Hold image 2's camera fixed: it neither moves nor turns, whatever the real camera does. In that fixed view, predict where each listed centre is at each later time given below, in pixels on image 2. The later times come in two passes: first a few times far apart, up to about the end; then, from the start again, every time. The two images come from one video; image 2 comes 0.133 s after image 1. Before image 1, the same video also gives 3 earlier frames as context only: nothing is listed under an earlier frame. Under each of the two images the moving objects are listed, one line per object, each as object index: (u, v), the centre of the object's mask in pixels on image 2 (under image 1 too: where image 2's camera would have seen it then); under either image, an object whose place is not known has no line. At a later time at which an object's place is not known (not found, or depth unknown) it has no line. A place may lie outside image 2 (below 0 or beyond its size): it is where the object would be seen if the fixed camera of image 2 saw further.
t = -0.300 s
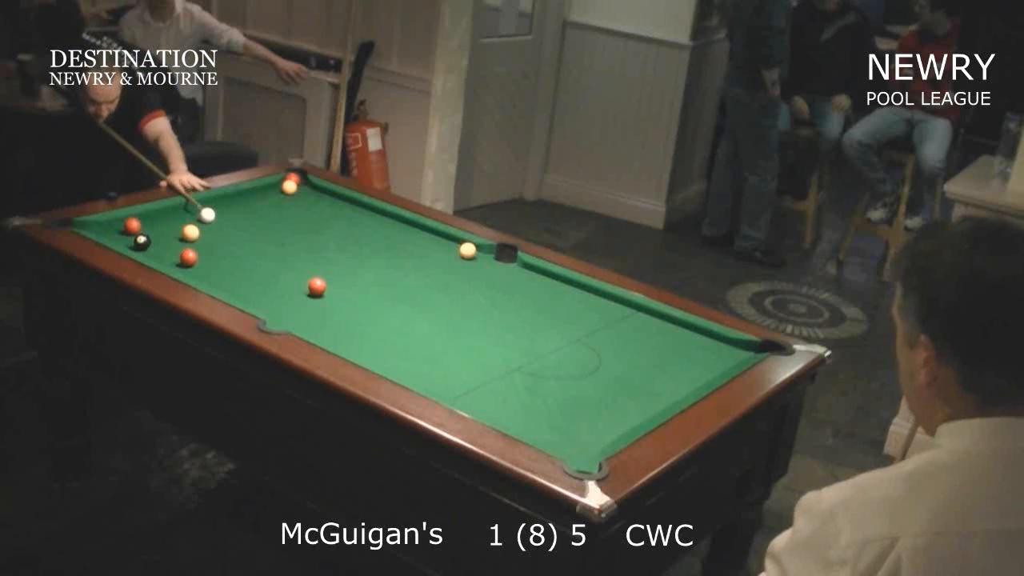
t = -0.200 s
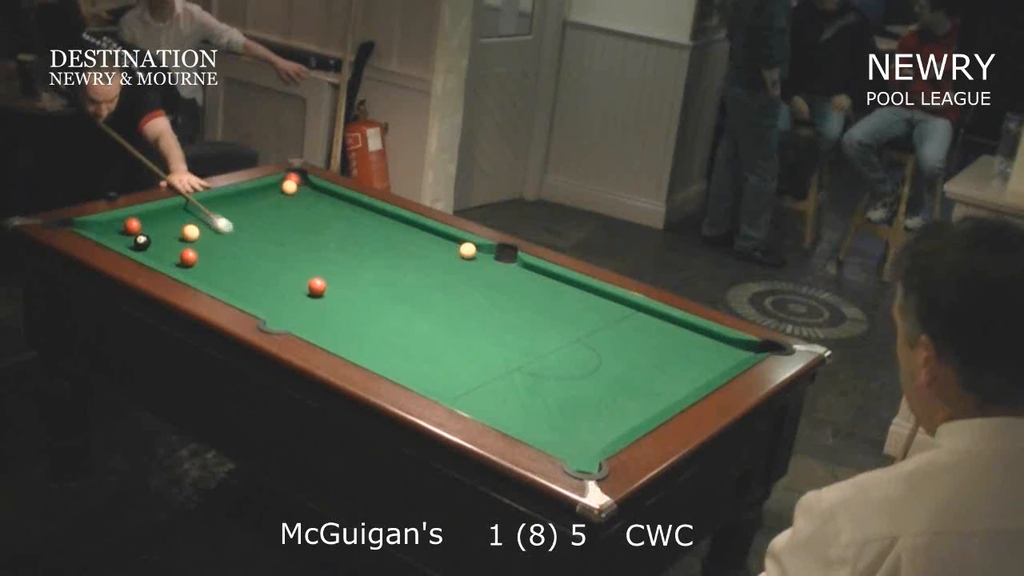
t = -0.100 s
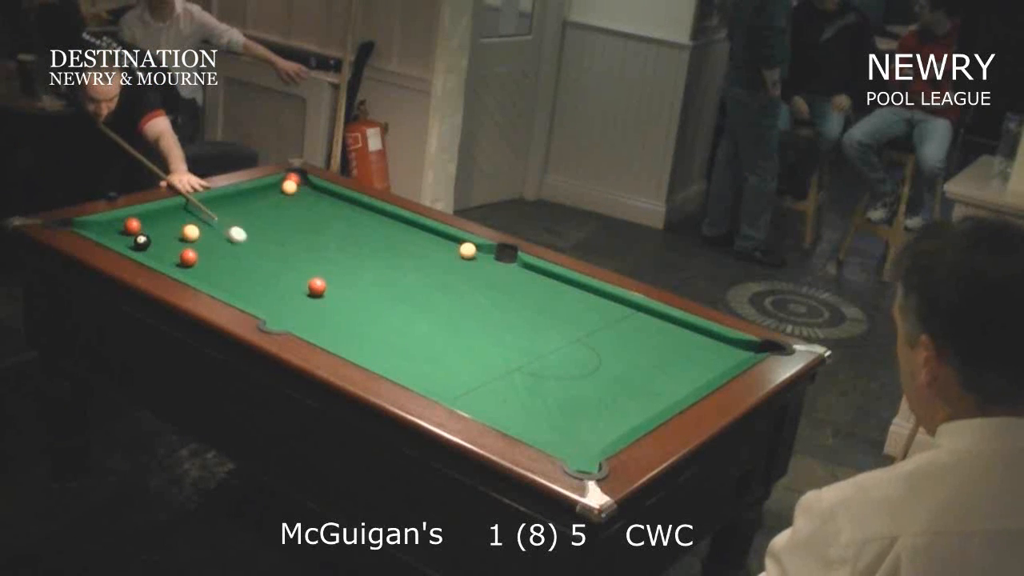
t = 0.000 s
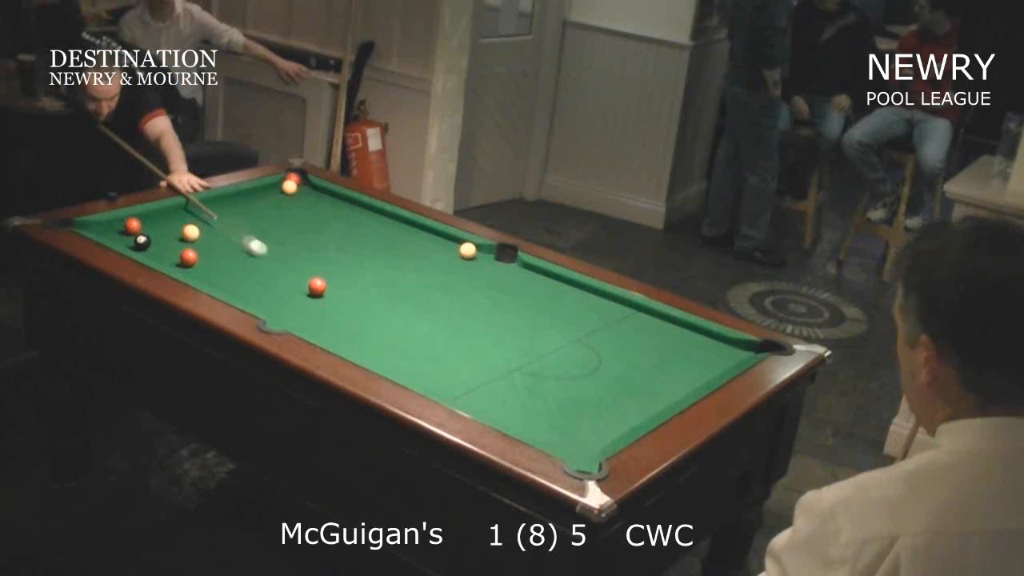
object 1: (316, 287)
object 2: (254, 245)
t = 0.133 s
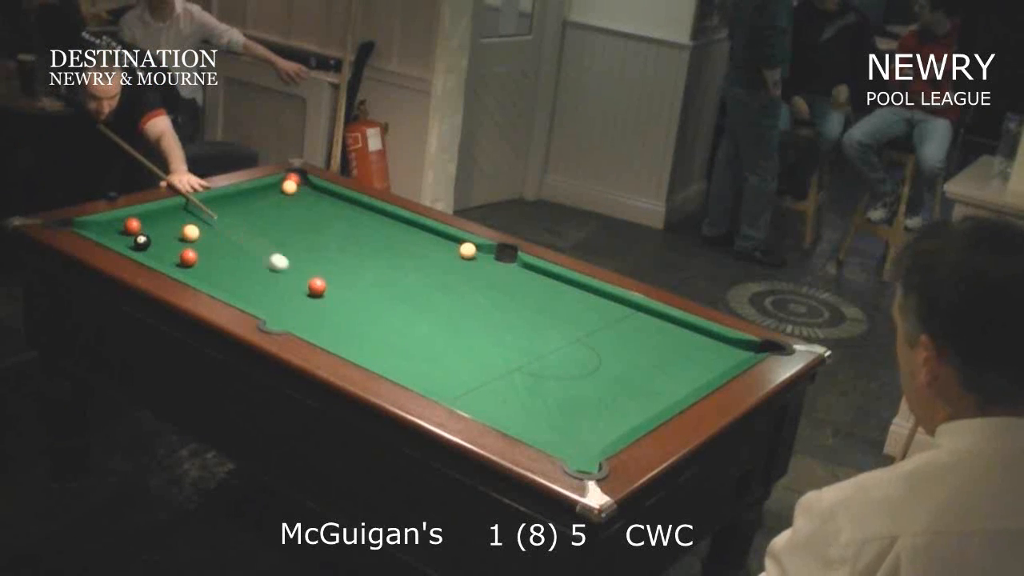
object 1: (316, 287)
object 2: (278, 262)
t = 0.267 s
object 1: (316, 287)
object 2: (300, 276)
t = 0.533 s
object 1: (348, 307)
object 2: (310, 285)
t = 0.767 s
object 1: (377, 324)
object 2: (314, 290)
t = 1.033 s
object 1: (407, 343)
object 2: (317, 294)
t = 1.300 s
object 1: (440, 363)
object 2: (321, 297)
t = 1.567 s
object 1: (474, 383)
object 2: (323, 299)
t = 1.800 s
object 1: (500, 399)
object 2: (324, 300)
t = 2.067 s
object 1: (529, 417)
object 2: (324, 300)
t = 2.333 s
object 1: (561, 436)
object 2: (324, 300)
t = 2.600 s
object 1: (587, 452)
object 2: (324, 300)
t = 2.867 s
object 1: (568, 453)
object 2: (324, 300)
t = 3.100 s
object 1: (574, 453)
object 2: (324, 300)
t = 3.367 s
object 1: (582, 451)
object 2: (324, 300)
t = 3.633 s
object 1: (586, 449)
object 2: (324, 300)
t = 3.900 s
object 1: (589, 448)
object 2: (324, 300)
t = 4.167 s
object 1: (590, 448)
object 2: (324, 300)
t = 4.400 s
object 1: (590, 448)
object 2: (324, 300)
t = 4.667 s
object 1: (590, 448)
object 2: (324, 300)
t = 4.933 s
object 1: (590, 448)
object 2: (324, 300)
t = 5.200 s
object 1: (590, 448)
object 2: (324, 300)
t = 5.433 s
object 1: (590, 448)
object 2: (324, 300)
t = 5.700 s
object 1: (590, 448)
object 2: (324, 300)
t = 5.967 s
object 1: (590, 448)
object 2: (324, 300)
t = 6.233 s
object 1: (590, 448)
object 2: (324, 300)
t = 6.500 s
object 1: (586, 449)
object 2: (324, 300)
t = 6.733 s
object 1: (589, 449)
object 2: (324, 300)
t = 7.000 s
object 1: (590, 448)
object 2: (324, 300)
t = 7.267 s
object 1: (589, 448)
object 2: (324, 300)
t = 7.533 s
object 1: (590, 448)
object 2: (324, 300)
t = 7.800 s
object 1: (590, 448)
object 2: (324, 300)
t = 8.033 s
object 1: (590, 448)
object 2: (324, 300)
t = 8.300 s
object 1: (589, 448)
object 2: (324, 300)
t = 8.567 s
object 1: (589, 448)
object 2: (324, 300)
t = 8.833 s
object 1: (589, 448)
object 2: (324, 300)
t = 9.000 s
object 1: (589, 448)
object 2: (324, 300)
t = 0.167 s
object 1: (316, 287)
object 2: (285, 267)
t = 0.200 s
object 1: (316, 287)
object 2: (290, 269)
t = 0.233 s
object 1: (316, 287)
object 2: (294, 273)
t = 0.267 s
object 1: (316, 287)
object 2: (300, 276)
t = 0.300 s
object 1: (318, 289)
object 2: (305, 280)
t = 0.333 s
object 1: (323, 291)
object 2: (306, 281)
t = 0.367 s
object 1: (329, 295)
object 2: (306, 282)
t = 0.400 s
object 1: (332, 297)
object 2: (307, 282)
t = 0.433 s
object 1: (335, 299)
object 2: (308, 283)
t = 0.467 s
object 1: (338, 301)
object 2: (308, 284)
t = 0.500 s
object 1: (343, 304)
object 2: (309, 284)
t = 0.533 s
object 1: (348, 307)
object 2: (310, 285)
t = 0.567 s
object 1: (353, 310)
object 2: (310, 286)
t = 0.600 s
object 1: (356, 312)
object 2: (311, 287)
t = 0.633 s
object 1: (359, 314)
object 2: (311, 287)
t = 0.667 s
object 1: (363, 316)
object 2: (312, 288)
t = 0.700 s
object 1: (367, 319)
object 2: (312, 288)
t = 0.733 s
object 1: (372, 322)
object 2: (313, 289)
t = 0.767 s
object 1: (377, 324)
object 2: (314, 290)
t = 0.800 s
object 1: (380, 327)
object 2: (314, 290)
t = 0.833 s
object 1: (383, 328)
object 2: (314, 291)
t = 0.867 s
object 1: (387, 331)
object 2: (315, 291)
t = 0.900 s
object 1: (391, 333)
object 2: (315, 292)
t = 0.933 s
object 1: (396, 336)
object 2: (316, 293)
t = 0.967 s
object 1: (401, 339)
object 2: (317, 293)
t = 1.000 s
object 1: (404, 341)
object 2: (317, 294)
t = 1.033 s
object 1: (407, 343)
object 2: (317, 294)
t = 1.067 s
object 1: (411, 345)
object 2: (318, 294)
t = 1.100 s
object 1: (416, 348)
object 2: (318, 295)
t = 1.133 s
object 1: (421, 351)
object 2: (319, 295)
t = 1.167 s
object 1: (426, 354)
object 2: (319, 295)
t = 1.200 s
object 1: (429, 356)
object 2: (320, 296)
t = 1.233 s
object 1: (432, 358)
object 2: (320, 296)
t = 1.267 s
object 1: (436, 359)
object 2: (320, 296)
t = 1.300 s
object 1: (440, 363)
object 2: (321, 297)
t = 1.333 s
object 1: (445, 365)
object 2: (321, 297)
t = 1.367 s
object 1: (450, 368)
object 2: (321, 298)
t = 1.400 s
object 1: (453, 371)
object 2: (321, 298)
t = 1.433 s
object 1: (456, 372)
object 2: (322, 298)
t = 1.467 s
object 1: (459, 374)
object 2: (322, 298)
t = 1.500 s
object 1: (464, 377)
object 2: (322, 298)
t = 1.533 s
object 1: (469, 379)
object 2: (322, 299)
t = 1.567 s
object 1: (474, 383)
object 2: (323, 299)
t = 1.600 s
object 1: (477, 385)
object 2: (323, 299)
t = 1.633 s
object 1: (480, 387)
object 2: (323, 299)
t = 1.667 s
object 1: (483, 389)
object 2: (323, 299)
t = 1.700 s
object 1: (488, 391)
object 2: (323, 299)
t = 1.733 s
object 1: (492, 394)
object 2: (323, 300)
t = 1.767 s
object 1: (497, 397)
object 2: (324, 300)
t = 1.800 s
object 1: (500, 399)
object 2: (324, 300)
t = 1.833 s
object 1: (503, 400)
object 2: (324, 300)
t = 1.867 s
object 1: (506, 403)
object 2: (324, 300)
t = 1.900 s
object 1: (511, 405)
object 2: (324, 300)
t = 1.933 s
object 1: (515, 408)
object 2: (324, 300)
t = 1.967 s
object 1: (520, 411)
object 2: (324, 300)
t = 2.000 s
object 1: (524, 413)
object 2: (324, 300)
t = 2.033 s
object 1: (526, 415)
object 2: (324, 300)
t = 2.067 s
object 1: (529, 417)
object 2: (324, 300)
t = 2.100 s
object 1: (534, 420)
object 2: (324, 300)
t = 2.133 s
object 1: (538, 423)
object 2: (324, 300)
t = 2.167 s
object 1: (543, 425)
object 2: (324, 300)
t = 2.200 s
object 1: (546, 428)
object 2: (324, 300)
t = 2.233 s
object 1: (549, 429)
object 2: (324, 300)
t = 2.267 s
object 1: (552, 431)
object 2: (324, 300)
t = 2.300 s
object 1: (556, 434)
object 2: (324, 300)
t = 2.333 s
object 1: (561, 436)
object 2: (324, 300)
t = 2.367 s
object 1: (565, 439)
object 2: (324, 300)
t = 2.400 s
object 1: (568, 440)
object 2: (324, 300)
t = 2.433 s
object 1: (571, 442)
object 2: (324, 300)
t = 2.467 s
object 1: (574, 444)
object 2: (324, 300)
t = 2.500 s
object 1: (578, 447)
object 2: (324, 300)
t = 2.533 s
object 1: (583, 450)
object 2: (324, 300)
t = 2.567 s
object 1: (587, 452)
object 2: (324, 300)
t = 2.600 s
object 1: (587, 452)
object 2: (324, 300)
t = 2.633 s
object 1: (585, 453)
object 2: (324, 300)
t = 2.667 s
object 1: (583, 452)
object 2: (324, 300)
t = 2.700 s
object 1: (579, 453)
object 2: (324, 300)
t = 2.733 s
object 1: (576, 453)
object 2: (324, 300)
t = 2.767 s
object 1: (573, 453)
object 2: (324, 300)
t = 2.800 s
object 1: (571, 453)
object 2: (324, 300)
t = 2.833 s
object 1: (569, 453)
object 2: (324, 300)
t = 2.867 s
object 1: (568, 453)
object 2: (324, 300)
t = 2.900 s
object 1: (568, 453)
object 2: (324, 300)
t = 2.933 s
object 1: (569, 453)
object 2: (324, 300)
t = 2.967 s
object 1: (570, 453)
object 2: (324, 300)
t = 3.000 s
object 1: (571, 453)
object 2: (324, 300)
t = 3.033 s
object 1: (572, 453)
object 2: (324, 300)
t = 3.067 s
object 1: (573, 453)
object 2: (324, 300)
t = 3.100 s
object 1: (574, 453)
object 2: (324, 300)
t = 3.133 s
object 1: (575, 453)
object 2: (324, 300)
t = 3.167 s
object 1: (576, 452)
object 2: (324, 300)
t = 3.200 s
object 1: (577, 452)
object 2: (324, 300)
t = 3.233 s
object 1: (578, 452)
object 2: (324, 300)
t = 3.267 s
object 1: (578, 451)
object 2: (324, 300)
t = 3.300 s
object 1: (580, 451)
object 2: (324, 300)
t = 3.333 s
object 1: (581, 451)
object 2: (324, 300)
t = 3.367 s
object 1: (582, 451)
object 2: (324, 300)
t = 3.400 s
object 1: (582, 451)
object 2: (324, 300)
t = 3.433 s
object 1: (583, 450)
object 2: (324, 300)
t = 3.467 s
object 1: (583, 450)
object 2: (324, 300)
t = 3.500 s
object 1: (584, 450)
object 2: (324, 300)
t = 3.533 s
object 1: (585, 450)
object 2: (324, 300)
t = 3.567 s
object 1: (585, 450)
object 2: (324, 300)
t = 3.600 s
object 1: (586, 450)
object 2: (324, 300)
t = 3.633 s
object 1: (586, 449)
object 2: (324, 300)
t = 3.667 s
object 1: (587, 449)
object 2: (324, 300)
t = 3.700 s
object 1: (587, 449)
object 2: (324, 300)
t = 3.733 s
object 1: (587, 449)
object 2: (324, 300)
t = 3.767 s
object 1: (588, 449)
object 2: (324, 300)
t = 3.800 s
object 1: (588, 449)
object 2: (324, 300)
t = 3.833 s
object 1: (588, 449)
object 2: (324, 300)
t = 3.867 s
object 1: (589, 449)
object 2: (324, 300)
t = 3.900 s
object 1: (589, 448)
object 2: (324, 300)
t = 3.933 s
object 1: (589, 448)
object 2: (324, 300)
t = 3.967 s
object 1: (589, 448)
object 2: (324, 300)
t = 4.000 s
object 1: (590, 448)
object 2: (324, 300)
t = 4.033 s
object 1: (590, 448)
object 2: (324, 300)
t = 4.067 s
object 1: (590, 448)
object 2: (324, 300)
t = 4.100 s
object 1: (590, 448)
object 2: (324, 300)
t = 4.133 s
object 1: (590, 448)
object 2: (324, 300)
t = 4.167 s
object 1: (590, 448)
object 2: (324, 300)
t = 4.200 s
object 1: (590, 448)
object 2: (324, 300)
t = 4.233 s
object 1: (590, 448)
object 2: (324, 300)
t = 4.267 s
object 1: (590, 448)
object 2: (324, 300)
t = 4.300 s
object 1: (590, 448)
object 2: (324, 300)
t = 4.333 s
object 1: (590, 448)
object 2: (324, 300)
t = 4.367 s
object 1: (590, 448)
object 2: (324, 300)
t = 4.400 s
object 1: (590, 448)
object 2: (324, 300)
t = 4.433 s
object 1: (590, 448)
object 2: (324, 300)
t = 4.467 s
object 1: (590, 448)
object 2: (324, 300)
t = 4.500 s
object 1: (590, 448)
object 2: (324, 300)
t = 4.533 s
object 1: (590, 448)
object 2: (324, 300)
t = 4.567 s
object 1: (590, 448)
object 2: (324, 300)
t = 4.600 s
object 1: (590, 448)
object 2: (324, 300)
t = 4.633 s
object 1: (590, 448)
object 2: (324, 300)
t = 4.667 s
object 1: (590, 448)
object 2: (324, 300)
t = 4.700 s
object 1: (590, 448)
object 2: (324, 300)
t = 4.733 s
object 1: (590, 448)
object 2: (324, 300)
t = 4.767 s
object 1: (590, 448)
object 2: (324, 300)
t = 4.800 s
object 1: (590, 448)
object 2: (324, 300)
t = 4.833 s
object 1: (590, 448)
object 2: (324, 300)
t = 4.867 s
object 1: (590, 448)
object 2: (324, 300)
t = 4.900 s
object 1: (590, 448)
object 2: (324, 300)
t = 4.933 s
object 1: (590, 448)
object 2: (324, 300)
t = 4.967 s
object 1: (590, 448)
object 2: (324, 300)
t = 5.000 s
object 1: (590, 448)
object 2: (324, 300)
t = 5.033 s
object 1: (590, 448)
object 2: (324, 300)
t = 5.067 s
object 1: (590, 448)
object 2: (324, 300)
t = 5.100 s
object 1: (590, 448)
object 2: (324, 300)
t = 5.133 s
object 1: (590, 448)
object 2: (324, 300)
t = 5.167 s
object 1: (590, 448)
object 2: (324, 300)
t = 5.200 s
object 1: (590, 448)
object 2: (324, 300)
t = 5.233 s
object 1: (590, 448)
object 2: (324, 300)
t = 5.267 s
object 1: (590, 448)
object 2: (324, 300)
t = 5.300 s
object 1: (590, 448)
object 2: (324, 300)
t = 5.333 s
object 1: (590, 448)
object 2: (324, 300)
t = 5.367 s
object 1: (590, 448)
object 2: (324, 300)
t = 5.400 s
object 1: (590, 448)
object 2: (324, 300)
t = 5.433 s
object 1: (590, 448)
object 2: (324, 300)
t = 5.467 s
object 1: (590, 448)
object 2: (324, 300)
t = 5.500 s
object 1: (590, 448)
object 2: (324, 300)
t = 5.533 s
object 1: (590, 448)
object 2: (324, 300)
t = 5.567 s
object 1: (590, 448)
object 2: (324, 300)
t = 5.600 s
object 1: (590, 448)
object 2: (324, 300)
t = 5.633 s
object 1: (590, 448)
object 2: (324, 300)
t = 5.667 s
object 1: (590, 448)
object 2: (324, 300)
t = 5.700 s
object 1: (590, 448)
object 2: (324, 300)
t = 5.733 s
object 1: (590, 448)
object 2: (324, 300)
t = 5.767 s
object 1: (590, 448)
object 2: (324, 300)
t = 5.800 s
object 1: (590, 448)
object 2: (324, 300)
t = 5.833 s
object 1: (590, 448)
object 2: (324, 300)
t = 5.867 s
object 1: (590, 448)
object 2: (324, 300)
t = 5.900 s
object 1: (590, 448)
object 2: (324, 300)
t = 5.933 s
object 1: (590, 448)
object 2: (324, 300)
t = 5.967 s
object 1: (590, 448)
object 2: (324, 300)
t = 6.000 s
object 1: (590, 448)
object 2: (324, 300)
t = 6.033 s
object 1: (590, 448)
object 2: (324, 300)
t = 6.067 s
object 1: (590, 448)
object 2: (324, 300)
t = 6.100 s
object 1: (590, 448)
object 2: (324, 300)
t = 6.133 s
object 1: (590, 448)
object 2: (324, 300)
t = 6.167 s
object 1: (590, 448)
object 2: (324, 300)
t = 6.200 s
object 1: (590, 448)
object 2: (324, 300)
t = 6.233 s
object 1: (590, 448)
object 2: (324, 300)
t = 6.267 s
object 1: (589, 449)
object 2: (324, 300)
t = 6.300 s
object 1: (588, 449)
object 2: (324, 300)
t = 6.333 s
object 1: (587, 449)
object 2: (324, 300)
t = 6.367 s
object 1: (587, 449)
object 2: (324, 300)
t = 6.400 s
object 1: (586, 449)
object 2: (324, 300)
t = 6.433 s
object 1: (586, 449)
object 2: (324, 300)
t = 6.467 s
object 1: (586, 449)
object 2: (324, 300)
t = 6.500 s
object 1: (586, 449)
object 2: (324, 300)
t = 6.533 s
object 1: (586, 449)
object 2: (324, 300)
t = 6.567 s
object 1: (586, 449)
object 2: (324, 300)
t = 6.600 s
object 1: (586, 449)
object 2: (324, 300)
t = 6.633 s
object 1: (587, 449)
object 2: (324, 300)
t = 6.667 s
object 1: (587, 449)
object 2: (324, 300)
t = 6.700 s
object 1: (588, 449)
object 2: (324, 300)
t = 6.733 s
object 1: (589, 449)
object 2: (324, 300)
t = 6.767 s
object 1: (589, 449)
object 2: (324, 300)
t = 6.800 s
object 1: (589, 449)
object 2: (324, 300)
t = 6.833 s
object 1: (589, 449)
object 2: (324, 300)
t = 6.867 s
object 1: (590, 448)
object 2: (324, 300)
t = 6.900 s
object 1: (590, 448)
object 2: (324, 300)
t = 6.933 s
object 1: (590, 448)
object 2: (324, 300)
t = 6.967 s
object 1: (590, 448)
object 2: (324, 300)
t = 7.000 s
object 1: (590, 448)
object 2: (324, 300)
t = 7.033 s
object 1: (590, 448)
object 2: (324, 300)
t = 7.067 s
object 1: (590, 448)
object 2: (324, 300)
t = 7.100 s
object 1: (589, 448)
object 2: (324, 300)
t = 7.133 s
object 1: (589, 448)
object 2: (324, 300)
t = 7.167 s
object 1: (589, 448)
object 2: (324, 300)
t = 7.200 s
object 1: (589, 448)
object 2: (324, 300)
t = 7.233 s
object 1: (589, 448)
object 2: (324, 300)
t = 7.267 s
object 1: (589, 448)
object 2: (324, 300)
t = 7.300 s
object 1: (589, 448)
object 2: (324, 300)
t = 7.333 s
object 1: (589, 448)
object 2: (324, 300)
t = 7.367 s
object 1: (589, 448)
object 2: (324, 300)
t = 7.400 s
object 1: (589, 448)
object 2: (324, 300)
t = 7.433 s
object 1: (590, 448)
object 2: (324, 300)
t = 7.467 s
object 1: (590, 448)
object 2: (324, 300)
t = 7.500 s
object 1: (590, 448)
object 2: (324, 300)
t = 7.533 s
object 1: (590, 448)
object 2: (324, 300)
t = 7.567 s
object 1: (590, 448)
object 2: (324, 300)
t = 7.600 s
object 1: (590, 448)
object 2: (324, 300)
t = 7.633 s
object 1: (590, 448)
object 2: (324, 300)
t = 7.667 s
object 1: (590, 448)
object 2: (324, 300)
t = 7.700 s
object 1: (590, 448)
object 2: (324, 300)
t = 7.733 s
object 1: (590, 448)
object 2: (324, 300)
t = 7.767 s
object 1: (590, 448)
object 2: (324, 300)
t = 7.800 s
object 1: (590, 448)
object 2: (324, 300)
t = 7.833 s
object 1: (590, 448)
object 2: (324, 300)
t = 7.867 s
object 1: (590, 448)
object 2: (324, 300)
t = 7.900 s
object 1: (590, 448)
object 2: (324, 300)
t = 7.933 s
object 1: (590, 448)
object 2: (324, 300)
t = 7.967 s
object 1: (590, 448)
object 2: (324, 300)
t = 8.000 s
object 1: (590, 448)
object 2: (324, 300)
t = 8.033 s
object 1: (590, 448)
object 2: (324, 300)
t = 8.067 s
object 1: (590, 448)
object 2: (324, 300)
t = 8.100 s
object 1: (589, 448)
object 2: (324, 300)
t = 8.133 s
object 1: (589, 448)
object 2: (324, 300)
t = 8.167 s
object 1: (589, 448)
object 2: (324, 300)
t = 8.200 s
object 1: (589, 448)
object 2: (324, 300)
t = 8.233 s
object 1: (589, 448)
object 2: (324, 300)
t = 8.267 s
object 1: (590, 448)
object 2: (324, 300)
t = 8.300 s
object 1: (589, 448)
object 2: (324, 300)
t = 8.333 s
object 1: (589, 448)
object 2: (324, 300)
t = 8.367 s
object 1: (589, 448)
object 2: (324, 300)
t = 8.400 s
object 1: (589, 448)
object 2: (324, 300)
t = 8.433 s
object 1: (589, 448)
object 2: (324, 300)
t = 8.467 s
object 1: (589, 448)
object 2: (324, 300)
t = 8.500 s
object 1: (589, 448)
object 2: (324, 300)
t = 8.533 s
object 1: (589, 448)
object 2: (324, 300)
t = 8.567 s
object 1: (589, 448)
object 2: (324, 300)
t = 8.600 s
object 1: (589, 448)
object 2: (324, 300)
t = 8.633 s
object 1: (589, 448)
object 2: (324, 300)
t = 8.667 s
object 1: (589, 448)
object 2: (324, 300)
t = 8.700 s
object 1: (589, 448)
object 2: (324, 300)
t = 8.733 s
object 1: (589, 448)
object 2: (324, 299)
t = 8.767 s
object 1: (589, 448)
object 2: (324, 299)
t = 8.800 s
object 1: (589, 448)
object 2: (324, 300)
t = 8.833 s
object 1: (589, 448)
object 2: (324, 300)
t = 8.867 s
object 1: (589, 448)
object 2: (324, 299)
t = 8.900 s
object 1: (589, 448)
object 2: (324, 299)
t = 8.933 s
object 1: (589, 448)
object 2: (324, 299)
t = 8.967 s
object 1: (589, 448)
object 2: (324, 300)
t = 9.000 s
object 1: (589, 448)
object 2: (324, 300)
